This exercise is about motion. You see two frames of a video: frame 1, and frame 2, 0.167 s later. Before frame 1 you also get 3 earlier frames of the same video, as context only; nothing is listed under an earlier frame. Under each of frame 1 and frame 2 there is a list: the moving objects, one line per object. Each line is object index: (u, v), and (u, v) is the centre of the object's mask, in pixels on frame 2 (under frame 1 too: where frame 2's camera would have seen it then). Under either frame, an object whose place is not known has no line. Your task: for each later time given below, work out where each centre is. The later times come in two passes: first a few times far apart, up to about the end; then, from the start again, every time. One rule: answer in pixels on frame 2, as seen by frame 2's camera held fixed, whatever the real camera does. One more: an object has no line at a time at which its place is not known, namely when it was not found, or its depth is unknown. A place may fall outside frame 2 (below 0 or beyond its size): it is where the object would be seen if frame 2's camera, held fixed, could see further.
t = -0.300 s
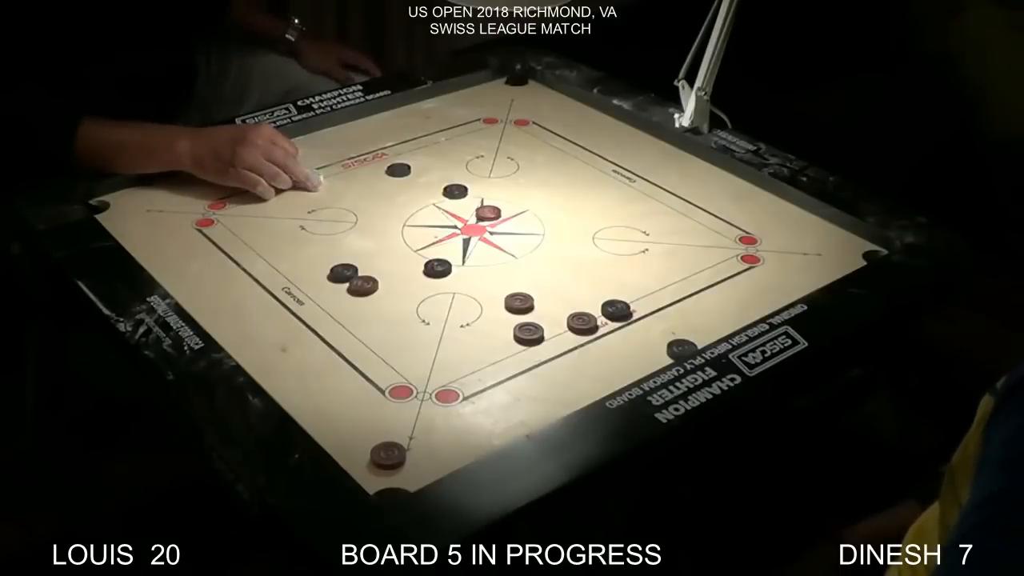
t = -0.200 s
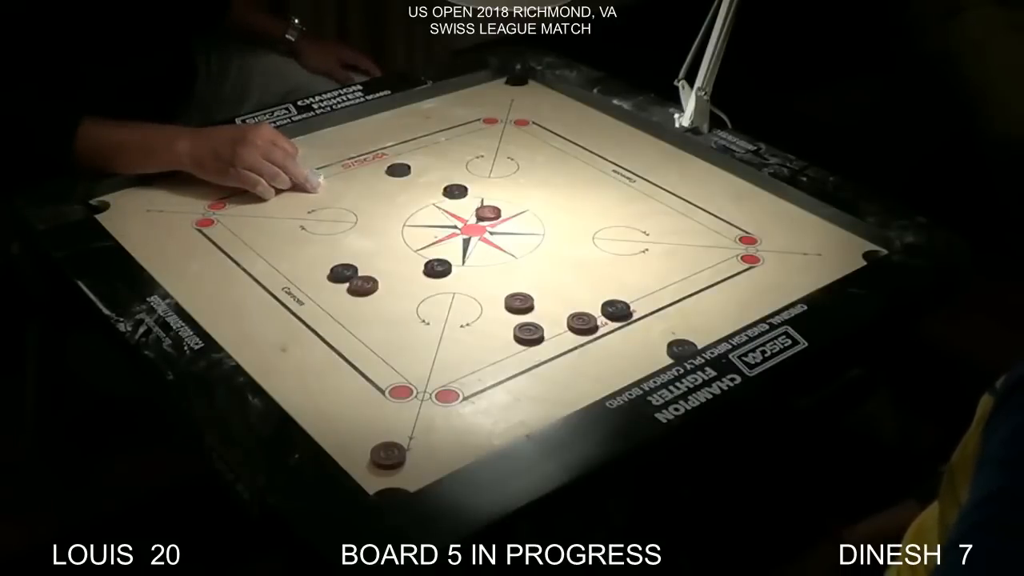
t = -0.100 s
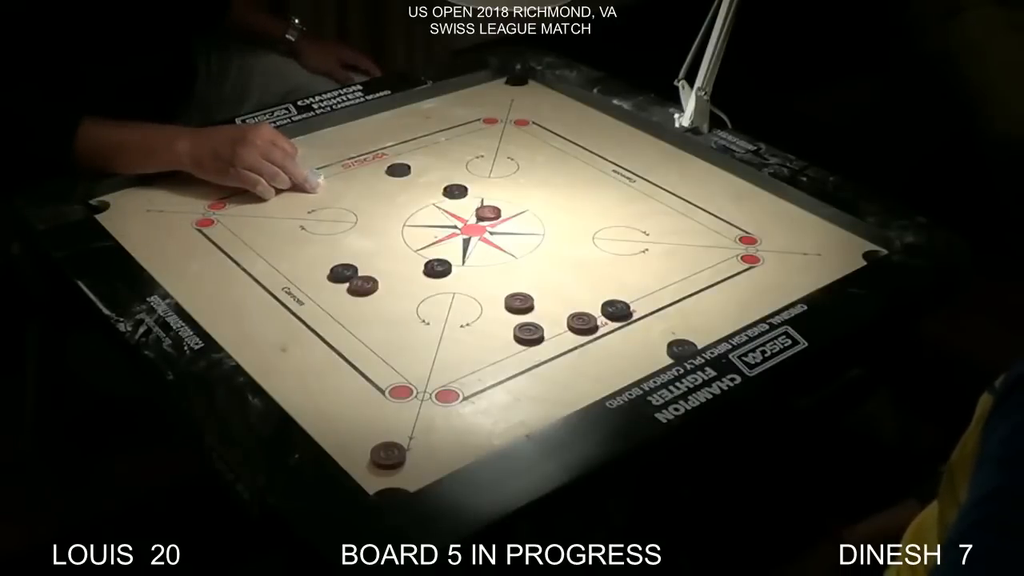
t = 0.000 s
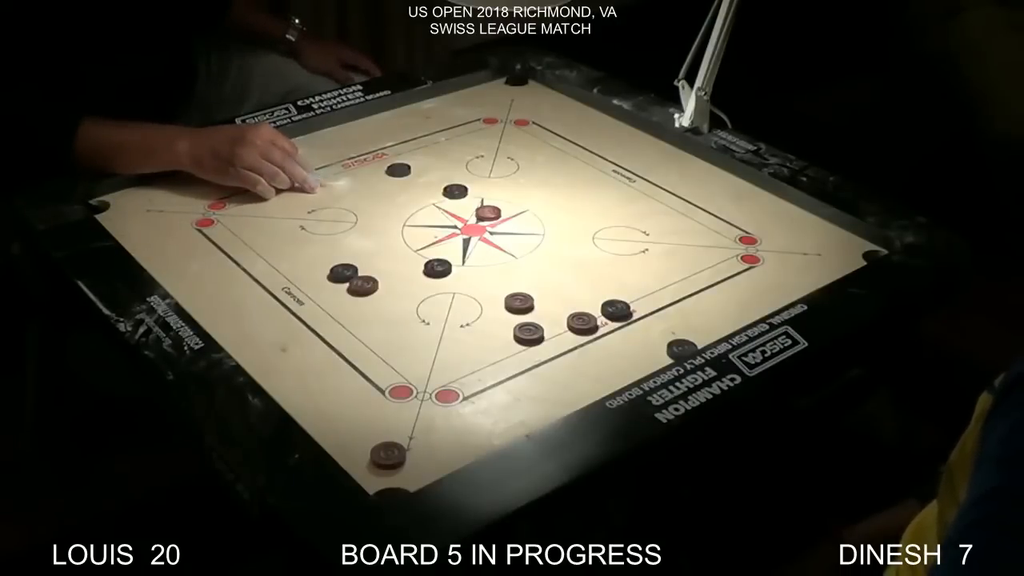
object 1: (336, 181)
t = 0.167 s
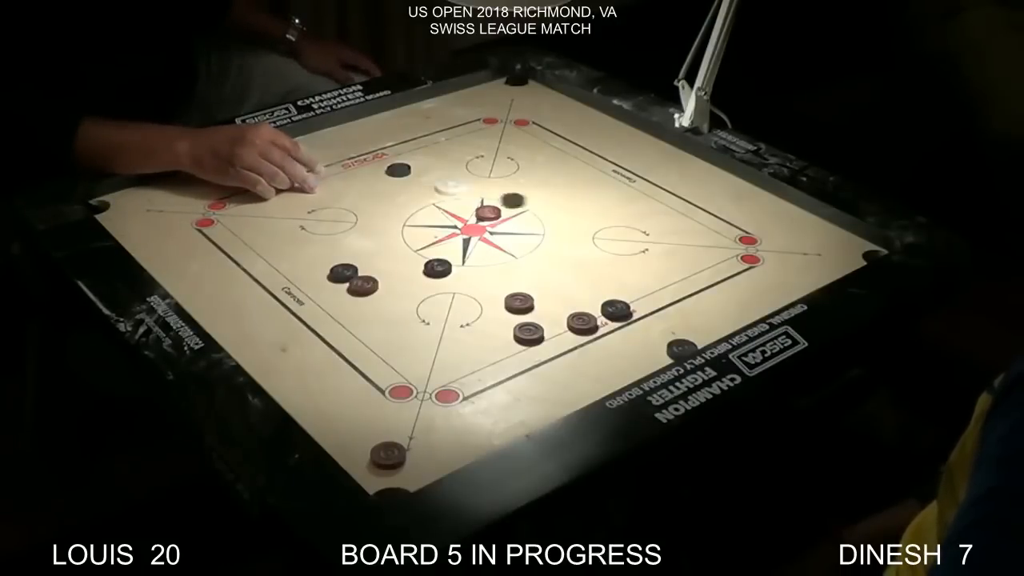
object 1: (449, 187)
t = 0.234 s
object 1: (473, 186)
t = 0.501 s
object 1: (532, 185)
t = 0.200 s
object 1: (461, 186)
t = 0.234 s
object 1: (473, 186)
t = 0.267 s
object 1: (485, 186)
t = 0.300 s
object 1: (494, 186)
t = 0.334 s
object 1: (503, 185)
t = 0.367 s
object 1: (510, 185)
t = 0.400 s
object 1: (517, 184)
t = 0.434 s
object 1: (523, 185)
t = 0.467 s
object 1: (527, 185)
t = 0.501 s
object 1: (532, 185)
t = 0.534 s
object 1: (535, 185)
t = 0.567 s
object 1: (537, 185)
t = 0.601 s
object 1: (538, 185)
